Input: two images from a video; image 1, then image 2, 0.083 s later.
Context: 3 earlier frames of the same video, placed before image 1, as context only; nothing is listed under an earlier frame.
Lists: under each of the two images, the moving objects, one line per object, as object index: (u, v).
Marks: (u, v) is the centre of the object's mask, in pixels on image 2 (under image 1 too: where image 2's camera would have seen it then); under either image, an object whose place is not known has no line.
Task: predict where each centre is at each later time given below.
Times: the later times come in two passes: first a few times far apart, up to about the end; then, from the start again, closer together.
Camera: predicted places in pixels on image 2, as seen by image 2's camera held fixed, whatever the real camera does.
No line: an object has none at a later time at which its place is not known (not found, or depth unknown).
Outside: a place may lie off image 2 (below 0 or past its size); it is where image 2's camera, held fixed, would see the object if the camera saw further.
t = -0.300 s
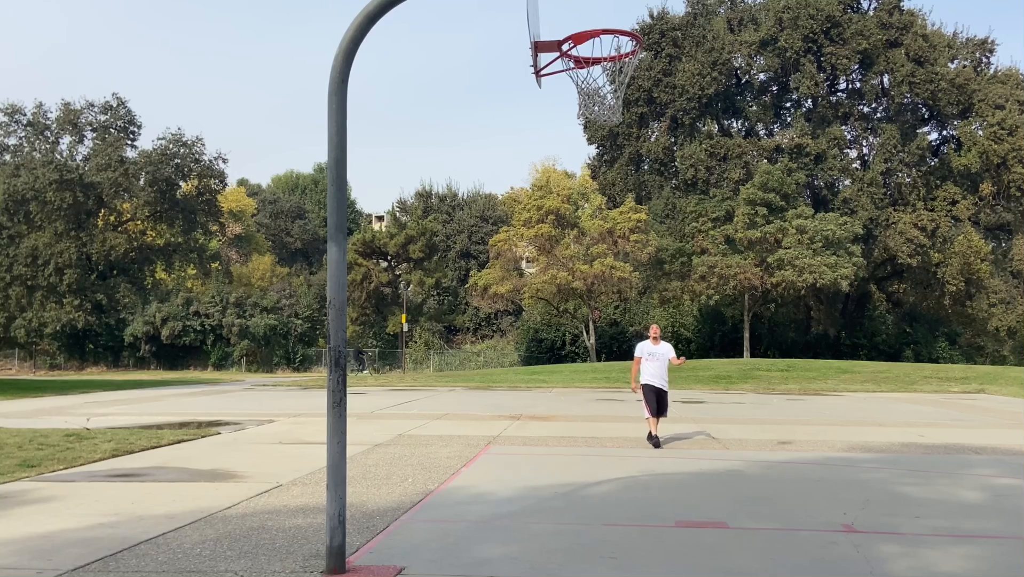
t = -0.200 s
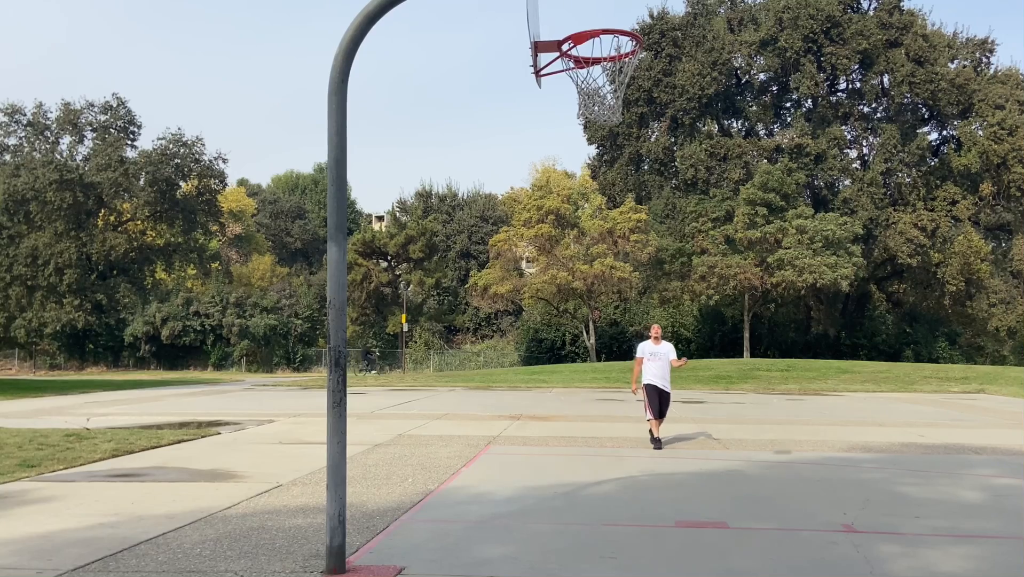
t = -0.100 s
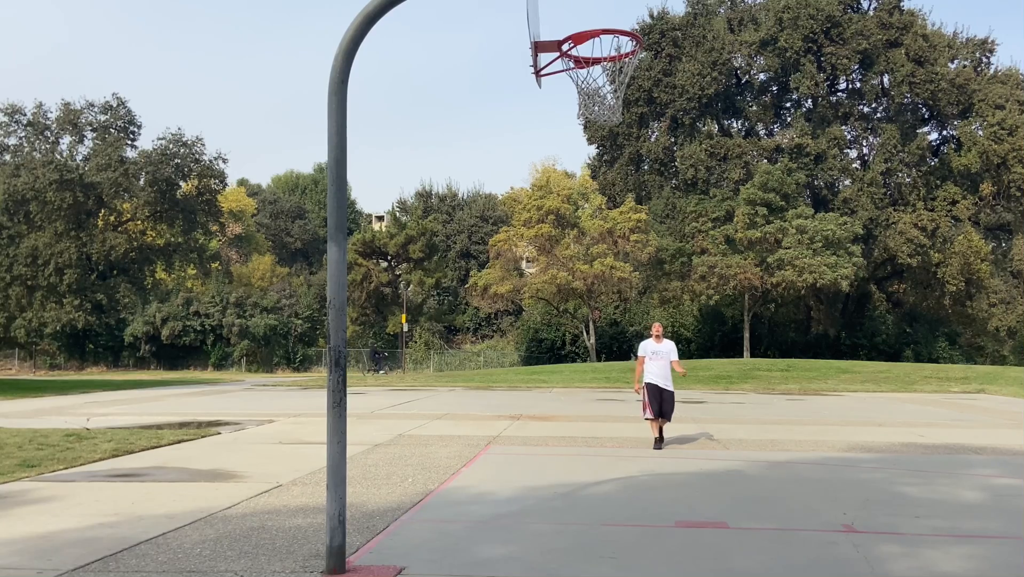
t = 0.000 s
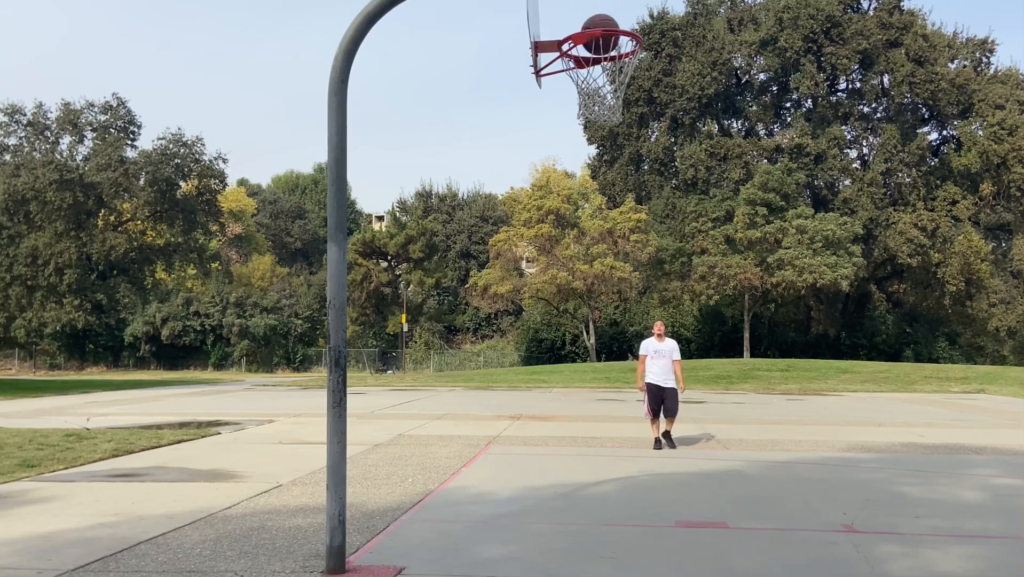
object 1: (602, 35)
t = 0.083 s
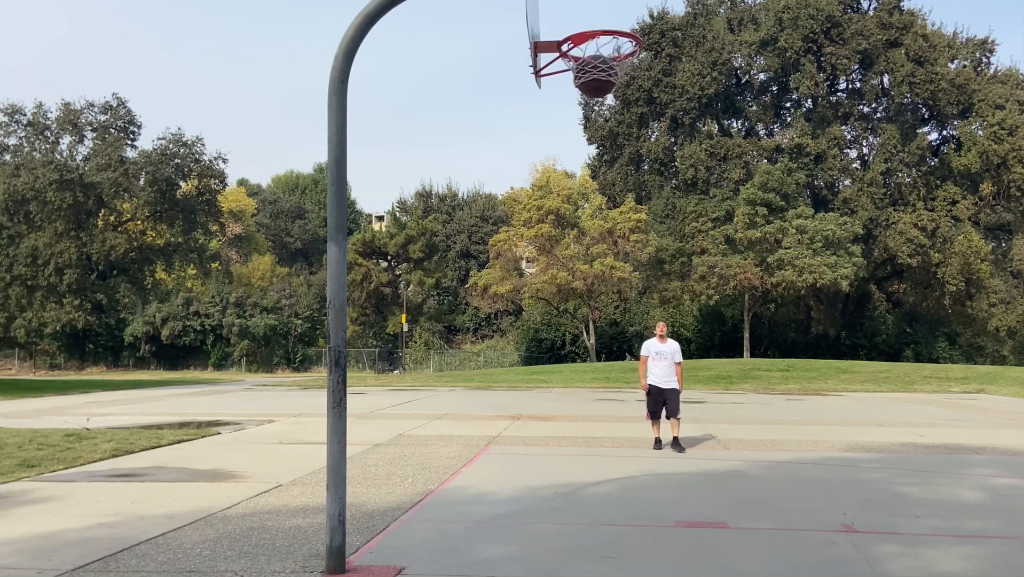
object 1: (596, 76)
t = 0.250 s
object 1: (602, 66)
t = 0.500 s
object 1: (610, 135)
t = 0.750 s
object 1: (618, 310)
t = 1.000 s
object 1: (627, 544)
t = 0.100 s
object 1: (597, 81)
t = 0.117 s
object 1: (598, 73)
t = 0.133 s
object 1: (598, 68)
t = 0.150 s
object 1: (599, 67)
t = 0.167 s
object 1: (599, 65)
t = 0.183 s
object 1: (600, 64)
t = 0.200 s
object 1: (600, 64)
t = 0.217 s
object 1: (601, 64)
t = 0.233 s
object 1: (601, 65)
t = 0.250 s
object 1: (602, 66)
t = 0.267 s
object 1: (602, 67)
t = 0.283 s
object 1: (603, 69)
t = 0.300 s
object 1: (603, 72)
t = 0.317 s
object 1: (603, 74)
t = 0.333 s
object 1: (604, 77)
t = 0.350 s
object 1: (604, 81)
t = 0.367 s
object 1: (605, 85)
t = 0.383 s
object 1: (606, 90)
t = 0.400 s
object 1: (606, 95)
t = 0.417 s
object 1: (607, 100)
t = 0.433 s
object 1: (608, 106)
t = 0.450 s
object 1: (609, 113)
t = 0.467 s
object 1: (609, 120)
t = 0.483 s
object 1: (609, 127)
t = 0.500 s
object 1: (610, 135)
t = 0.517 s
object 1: (610, 143)
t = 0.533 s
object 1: (611, 152)
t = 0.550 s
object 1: (611, 161)
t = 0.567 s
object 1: (612, 171)
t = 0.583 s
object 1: (612, 181)
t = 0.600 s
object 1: (613, 192)
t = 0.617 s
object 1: (614, 204)
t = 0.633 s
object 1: (614, 215)
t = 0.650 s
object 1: (615, 227)
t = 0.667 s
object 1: (615, 240)
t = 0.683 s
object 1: (616, 253)
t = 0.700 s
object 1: (616, 266)
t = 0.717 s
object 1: (617, 280)
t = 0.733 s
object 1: (617, 295)
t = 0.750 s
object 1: (618, 310)
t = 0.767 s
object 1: (618, 326)
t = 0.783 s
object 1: (619, 342)
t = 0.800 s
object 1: (619, 358)
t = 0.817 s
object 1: (620, 376)
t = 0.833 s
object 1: (621, 393)
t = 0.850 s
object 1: (621, 412)
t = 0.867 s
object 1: (622, 431)
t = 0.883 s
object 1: (623, 450)
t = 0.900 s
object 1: (624, 470)
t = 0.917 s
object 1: (624, 491)
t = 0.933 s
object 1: (625, 512)
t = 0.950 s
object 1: (626, 534)
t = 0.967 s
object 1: (627, 555)
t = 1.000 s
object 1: (627, 544)
